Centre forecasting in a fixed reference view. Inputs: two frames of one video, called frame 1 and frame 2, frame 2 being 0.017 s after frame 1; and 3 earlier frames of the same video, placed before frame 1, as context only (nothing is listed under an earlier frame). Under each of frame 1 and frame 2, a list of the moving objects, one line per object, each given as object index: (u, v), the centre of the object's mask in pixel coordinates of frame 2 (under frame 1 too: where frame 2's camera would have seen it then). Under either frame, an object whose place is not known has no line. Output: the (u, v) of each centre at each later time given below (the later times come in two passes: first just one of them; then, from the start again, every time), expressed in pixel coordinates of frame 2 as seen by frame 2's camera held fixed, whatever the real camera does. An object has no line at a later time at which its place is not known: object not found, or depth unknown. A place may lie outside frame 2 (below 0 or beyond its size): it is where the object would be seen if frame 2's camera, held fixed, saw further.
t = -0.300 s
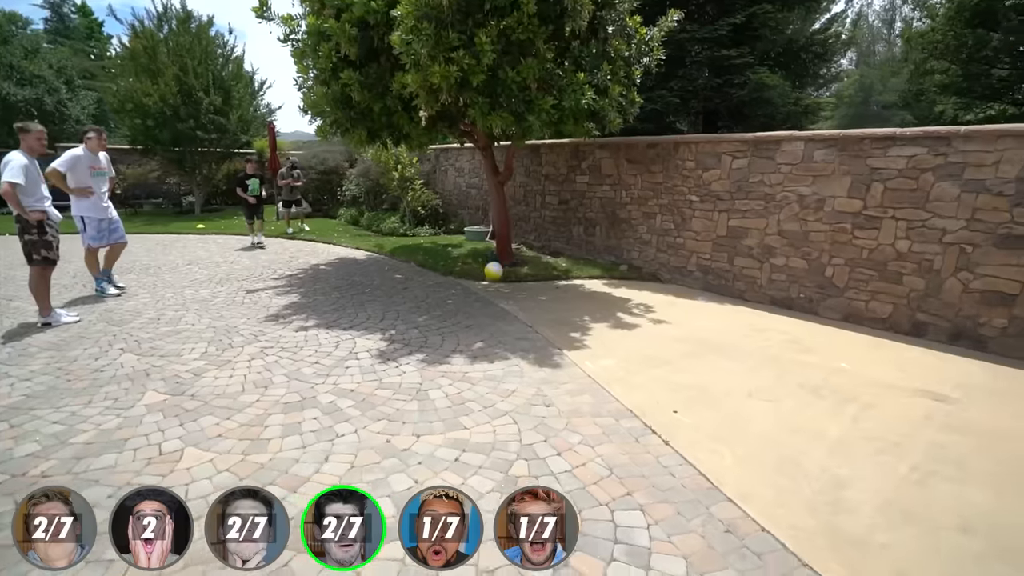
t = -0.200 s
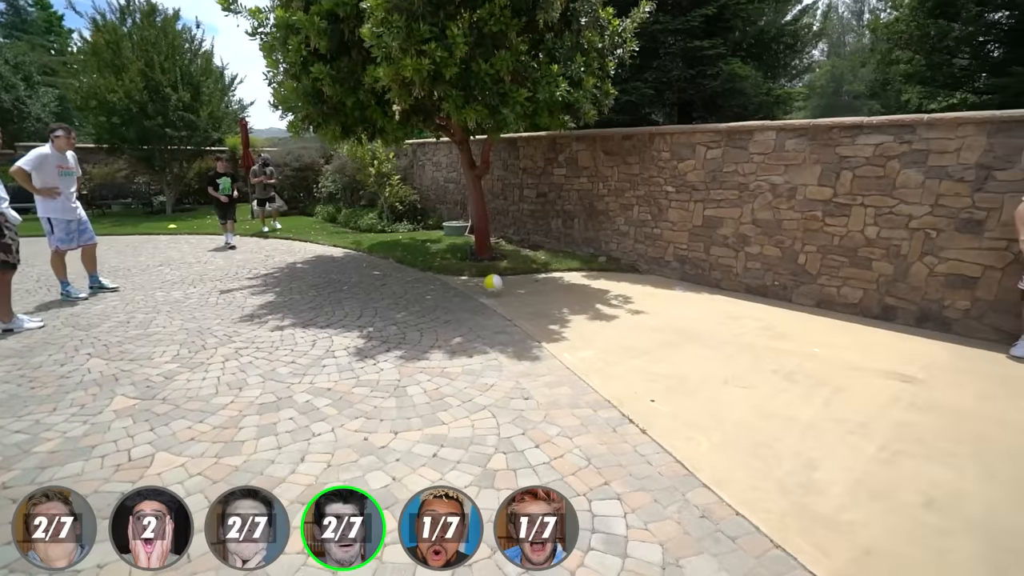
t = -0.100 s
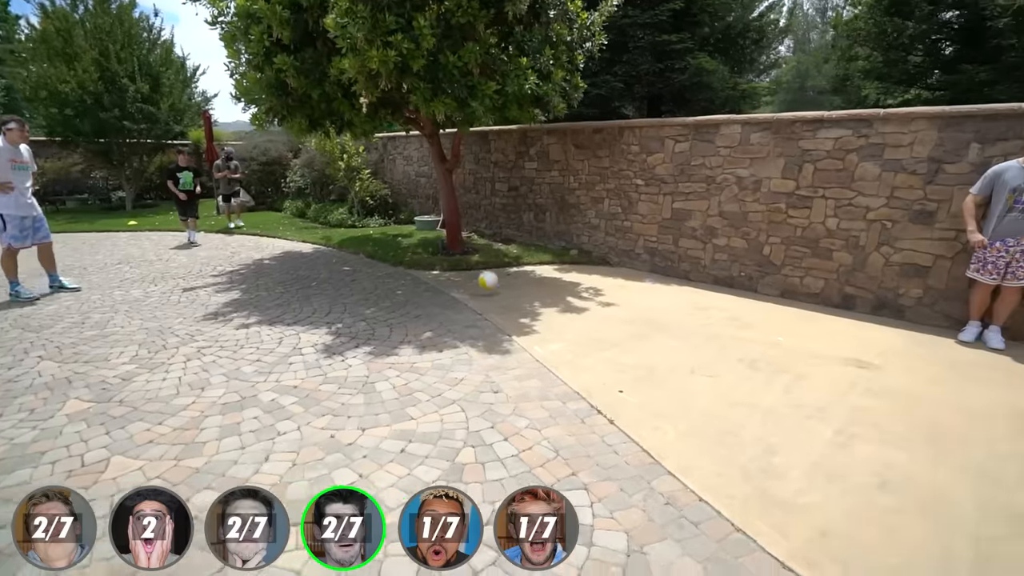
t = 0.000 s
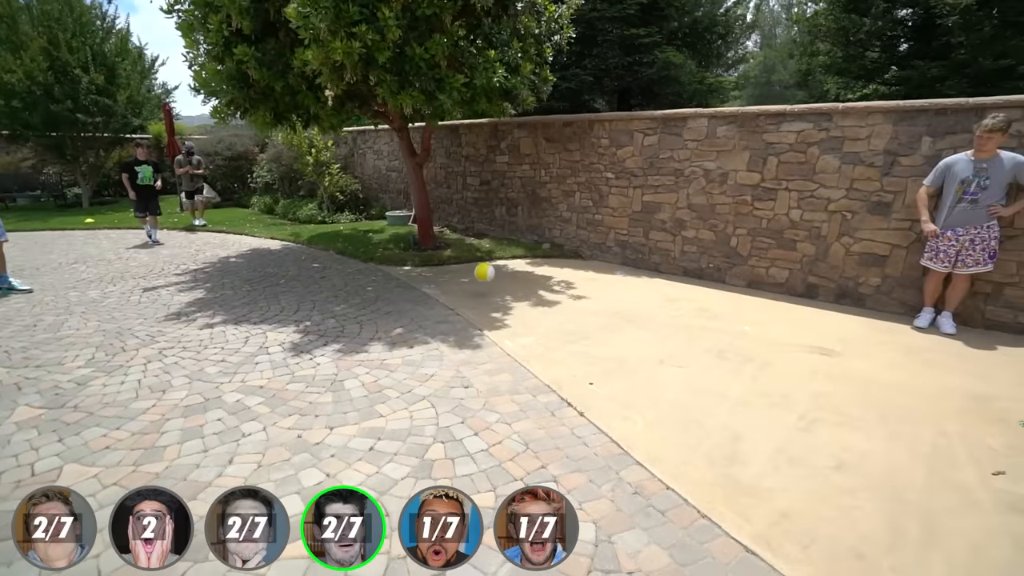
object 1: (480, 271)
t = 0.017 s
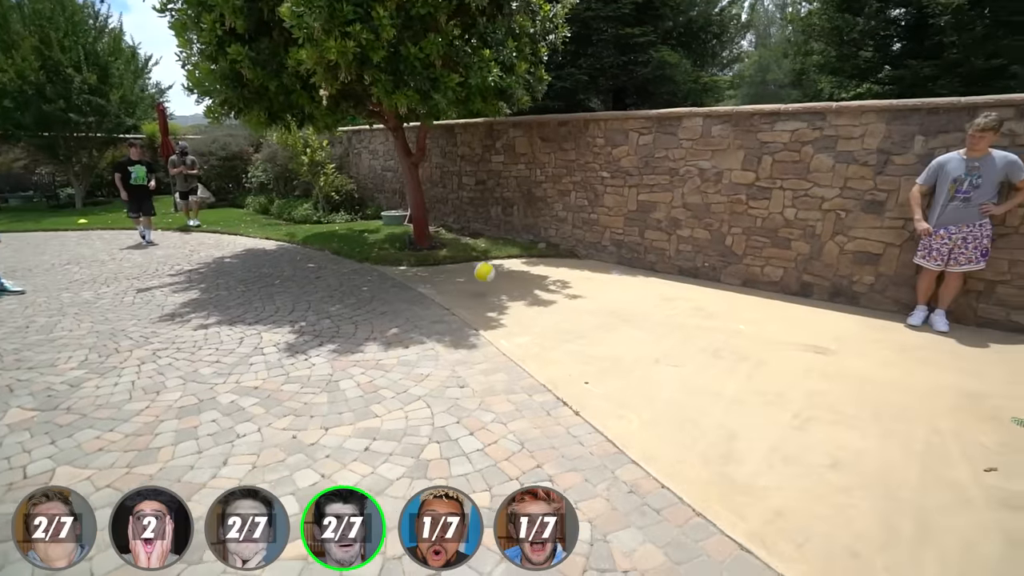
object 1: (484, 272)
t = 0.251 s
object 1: (553, 295)
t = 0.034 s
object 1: (489, 273)
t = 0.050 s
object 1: (493, 274)
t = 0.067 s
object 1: (498, 275)
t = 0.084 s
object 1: (503, 277)
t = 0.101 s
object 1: (508, 279)
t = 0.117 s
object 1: (513, 281)
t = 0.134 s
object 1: (518, 284)
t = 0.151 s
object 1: (522, 287)
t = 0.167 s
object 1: (527, 290)
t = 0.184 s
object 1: (532, 293)
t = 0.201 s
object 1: (537, 296)
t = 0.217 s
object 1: (542, 297)
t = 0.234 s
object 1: (548, 296)
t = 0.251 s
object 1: (553, 295)
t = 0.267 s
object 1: (558, 295)
